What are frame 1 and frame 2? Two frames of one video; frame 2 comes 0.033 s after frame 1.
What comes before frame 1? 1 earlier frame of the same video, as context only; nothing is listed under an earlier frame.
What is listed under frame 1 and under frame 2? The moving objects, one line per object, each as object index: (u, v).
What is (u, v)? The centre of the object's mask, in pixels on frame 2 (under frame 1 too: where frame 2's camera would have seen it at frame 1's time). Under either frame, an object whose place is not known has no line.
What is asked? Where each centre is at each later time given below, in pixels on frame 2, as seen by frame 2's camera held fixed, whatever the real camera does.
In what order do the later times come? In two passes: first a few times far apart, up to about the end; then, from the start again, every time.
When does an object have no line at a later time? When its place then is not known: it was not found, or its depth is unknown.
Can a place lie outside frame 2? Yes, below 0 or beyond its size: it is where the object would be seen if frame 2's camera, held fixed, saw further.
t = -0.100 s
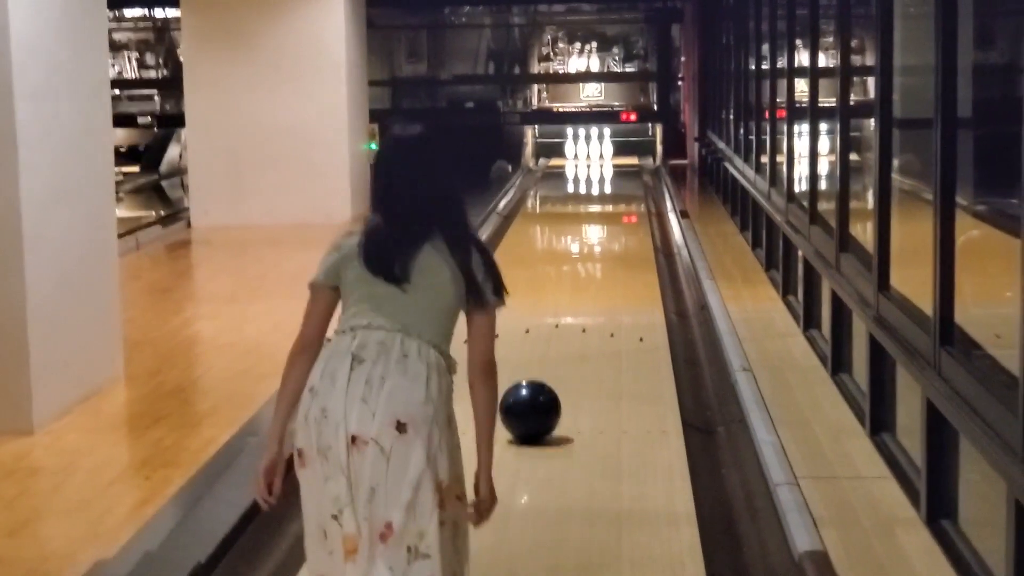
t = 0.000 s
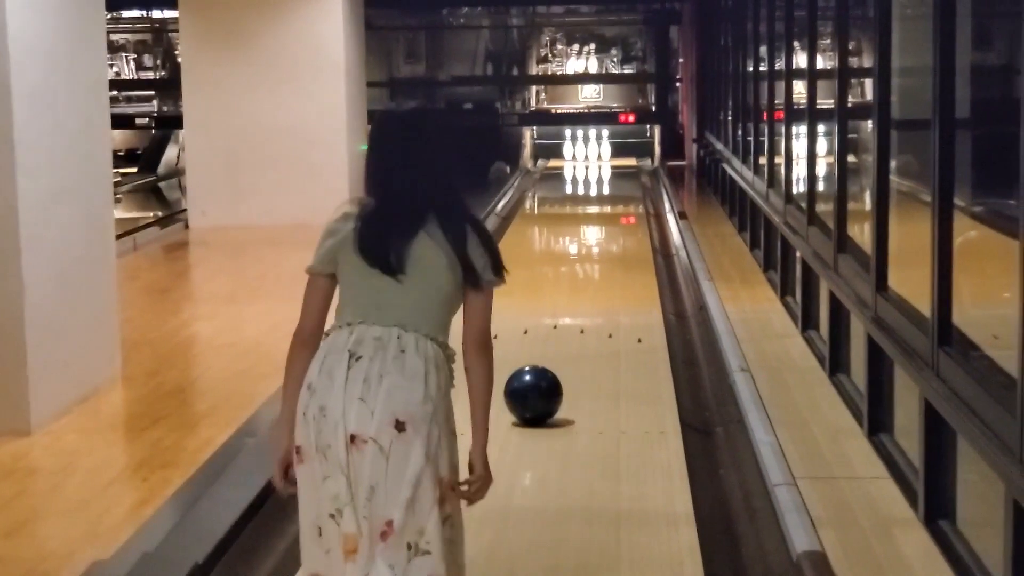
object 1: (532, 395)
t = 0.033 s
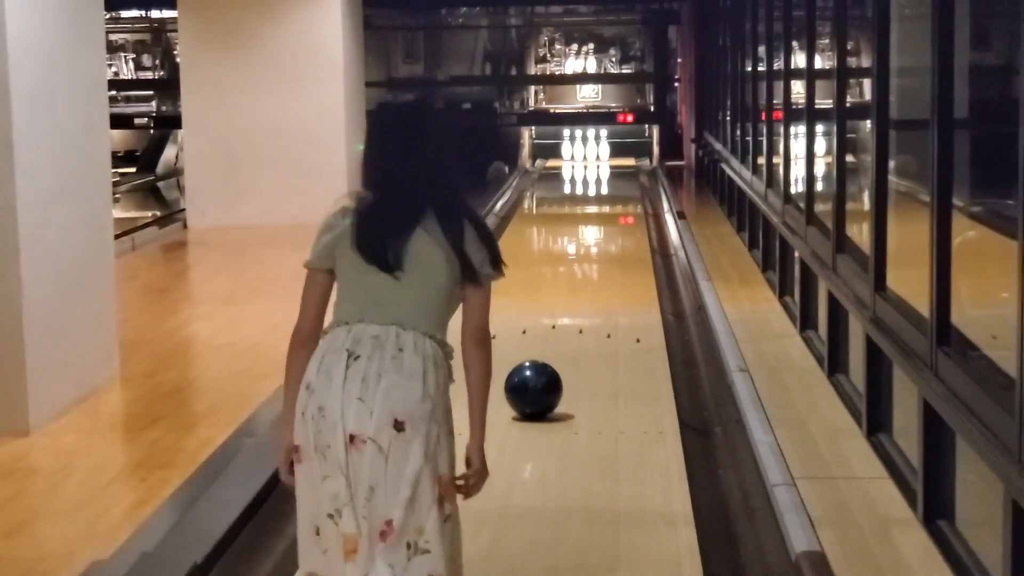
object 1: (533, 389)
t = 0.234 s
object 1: (542, 362)
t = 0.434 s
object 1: (548, 340)
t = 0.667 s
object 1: (555, 317)
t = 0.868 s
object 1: (559, 300)
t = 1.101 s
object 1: (565, 285)
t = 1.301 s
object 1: (569, 273)
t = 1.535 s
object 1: (573, 259)
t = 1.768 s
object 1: (576, 248)
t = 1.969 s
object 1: (579, 240)
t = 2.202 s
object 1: (583, 230)
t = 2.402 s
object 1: (587, 223)
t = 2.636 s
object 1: (591, 215)
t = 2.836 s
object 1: (593, 210)
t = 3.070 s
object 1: (596, 204)
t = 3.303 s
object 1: (599, 196)
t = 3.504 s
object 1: (602, 192)
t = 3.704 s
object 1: (605, 188)
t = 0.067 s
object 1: (535, 385)
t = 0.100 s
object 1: (536, 380)
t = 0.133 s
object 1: (538, 375)
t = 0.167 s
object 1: (539, 371)
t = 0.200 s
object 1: (540, 367)
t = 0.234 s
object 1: (542, 362)
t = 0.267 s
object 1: (543, 358)
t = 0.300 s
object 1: (544, 354)
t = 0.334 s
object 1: (545, 350)
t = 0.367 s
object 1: (546, 347)
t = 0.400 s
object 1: (547, 343)
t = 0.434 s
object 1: (548, 340)
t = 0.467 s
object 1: (549, 336)
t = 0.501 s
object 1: (550, 333)
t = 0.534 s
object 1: (551, 330)
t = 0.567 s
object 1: (552, 327)
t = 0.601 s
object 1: (552, 323)
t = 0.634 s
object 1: (554, 320)
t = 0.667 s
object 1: (555, 317)
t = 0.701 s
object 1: (555, 314)
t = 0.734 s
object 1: (556, 311)
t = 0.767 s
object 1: (557, 308)
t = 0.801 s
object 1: (558, 306)
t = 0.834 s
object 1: (559, 303)
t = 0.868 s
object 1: (559, 300)
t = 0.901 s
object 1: (560, 298)
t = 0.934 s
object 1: (561, 296)
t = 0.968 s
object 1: (562, 293)
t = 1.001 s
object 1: (563, 291)
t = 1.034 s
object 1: (563, 289)
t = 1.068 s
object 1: (564, 287)
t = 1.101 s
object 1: (565, 285)
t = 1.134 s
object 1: (565, 283)
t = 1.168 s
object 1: (566, 281)
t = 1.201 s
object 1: (567, 278)
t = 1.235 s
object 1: (567, 276)
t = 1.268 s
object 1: (568, 274)
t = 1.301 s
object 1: (569, 273)
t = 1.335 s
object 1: (569, 271)
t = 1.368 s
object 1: (570, 269)
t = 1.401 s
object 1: (571, 267)
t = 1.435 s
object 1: (571, 265)
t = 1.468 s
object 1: (572, 263)
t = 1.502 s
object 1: (572, 261)
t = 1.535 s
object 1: (573, 259)
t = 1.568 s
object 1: (573, 258)
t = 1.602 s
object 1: (574, 256)
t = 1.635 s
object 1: (574, 254)
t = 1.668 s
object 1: (575, 253)
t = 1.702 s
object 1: (575, 252)
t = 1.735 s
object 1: (576, 250)
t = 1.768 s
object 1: (576, 248)
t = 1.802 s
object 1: (577, 247)
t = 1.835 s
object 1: (577, 246)
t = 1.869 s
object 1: (578, 244)
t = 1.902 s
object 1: (578, 243)
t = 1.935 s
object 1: (579, 241)
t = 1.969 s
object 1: (579, 240)
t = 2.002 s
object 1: (580, 238)
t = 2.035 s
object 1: (580, 237)
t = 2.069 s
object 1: (581, 236)
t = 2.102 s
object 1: (582, 234)
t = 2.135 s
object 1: (582, 233)
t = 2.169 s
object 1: (583, 232)
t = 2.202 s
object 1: (583, 230)
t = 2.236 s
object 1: (584, 229)
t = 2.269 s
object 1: (584, 228)
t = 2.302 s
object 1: (585, 227)
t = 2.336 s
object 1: (586, 225)
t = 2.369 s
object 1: (586, 224)
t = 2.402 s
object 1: (587, 223)
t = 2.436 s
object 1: (587, 222)
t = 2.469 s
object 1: (588, 221)
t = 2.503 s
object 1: (588, 219)
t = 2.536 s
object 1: (589, 218)
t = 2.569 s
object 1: (589, 218)
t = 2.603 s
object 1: (590, 216)
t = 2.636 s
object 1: (591, 215)
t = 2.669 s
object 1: (591, 214)
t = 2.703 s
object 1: (591, 213)
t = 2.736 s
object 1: (592, 212)
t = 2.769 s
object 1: (592, 211)
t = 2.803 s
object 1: (593, 211)
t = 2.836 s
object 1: (593, 210)
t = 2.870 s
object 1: (594, 209)
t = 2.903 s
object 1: (594, 208)
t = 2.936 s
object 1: (595, 207)
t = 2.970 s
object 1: (595, 206)
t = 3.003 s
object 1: (595, 205)
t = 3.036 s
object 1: (596, 204)
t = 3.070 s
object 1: (596, 204)
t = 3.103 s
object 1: (596, 203)
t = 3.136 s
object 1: (597, 201)
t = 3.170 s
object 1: (597, 201)
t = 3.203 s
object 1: (598, 199)
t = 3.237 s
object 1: (599, 198)
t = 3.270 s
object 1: (599, 197)
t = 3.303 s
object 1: (599, 196)
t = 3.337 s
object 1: (599, 196)
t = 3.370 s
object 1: (600, 195)
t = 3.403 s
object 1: (601, 194)
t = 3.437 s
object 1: (601, 193)
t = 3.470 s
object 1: (601, 193)
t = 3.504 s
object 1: (602, 192)
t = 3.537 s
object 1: (603, 191)
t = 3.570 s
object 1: (603, 191)
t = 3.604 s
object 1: (604, 190)
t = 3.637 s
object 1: (604, 189)
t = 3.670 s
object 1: (604, 188)
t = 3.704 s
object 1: (605, 188)
